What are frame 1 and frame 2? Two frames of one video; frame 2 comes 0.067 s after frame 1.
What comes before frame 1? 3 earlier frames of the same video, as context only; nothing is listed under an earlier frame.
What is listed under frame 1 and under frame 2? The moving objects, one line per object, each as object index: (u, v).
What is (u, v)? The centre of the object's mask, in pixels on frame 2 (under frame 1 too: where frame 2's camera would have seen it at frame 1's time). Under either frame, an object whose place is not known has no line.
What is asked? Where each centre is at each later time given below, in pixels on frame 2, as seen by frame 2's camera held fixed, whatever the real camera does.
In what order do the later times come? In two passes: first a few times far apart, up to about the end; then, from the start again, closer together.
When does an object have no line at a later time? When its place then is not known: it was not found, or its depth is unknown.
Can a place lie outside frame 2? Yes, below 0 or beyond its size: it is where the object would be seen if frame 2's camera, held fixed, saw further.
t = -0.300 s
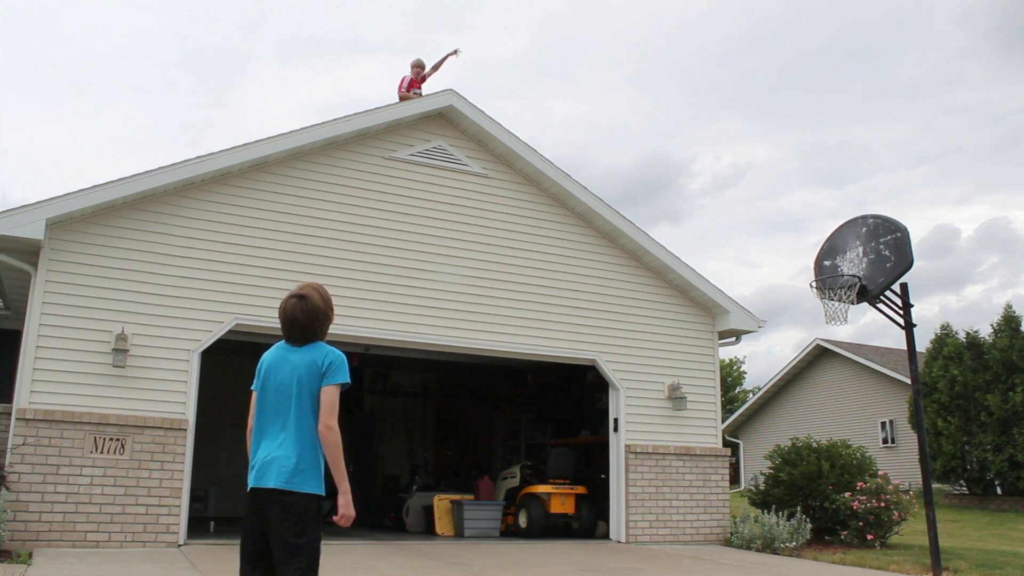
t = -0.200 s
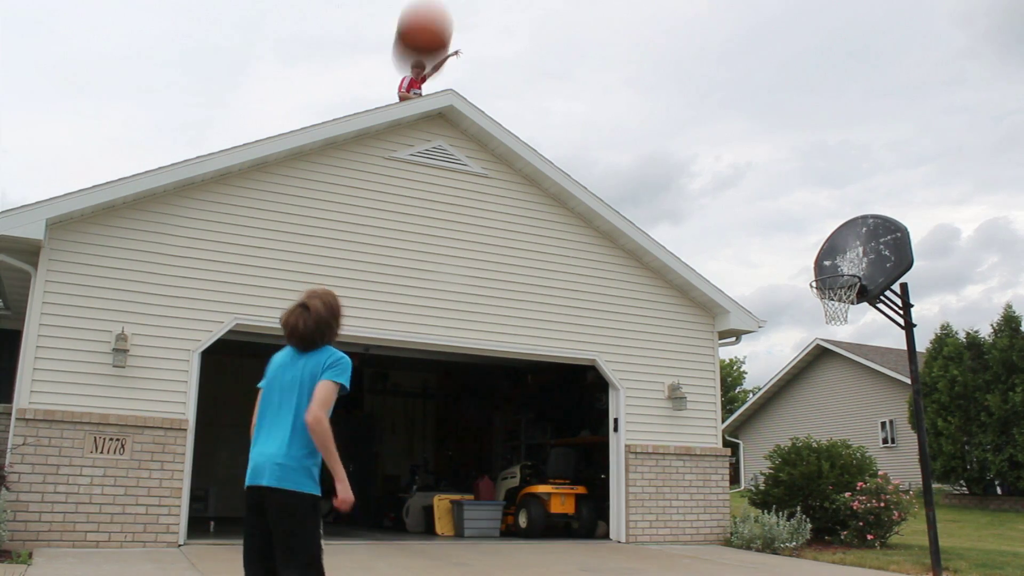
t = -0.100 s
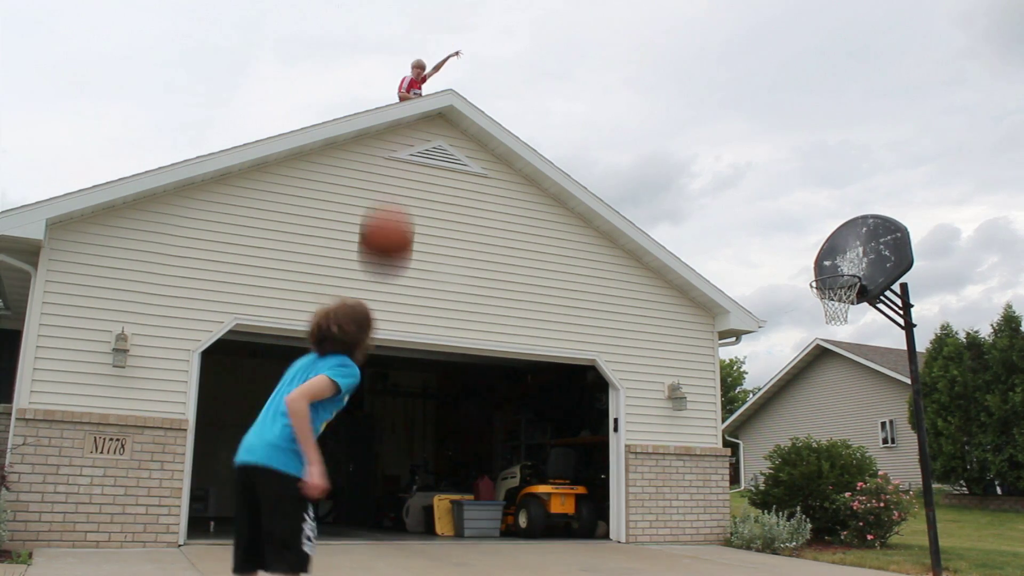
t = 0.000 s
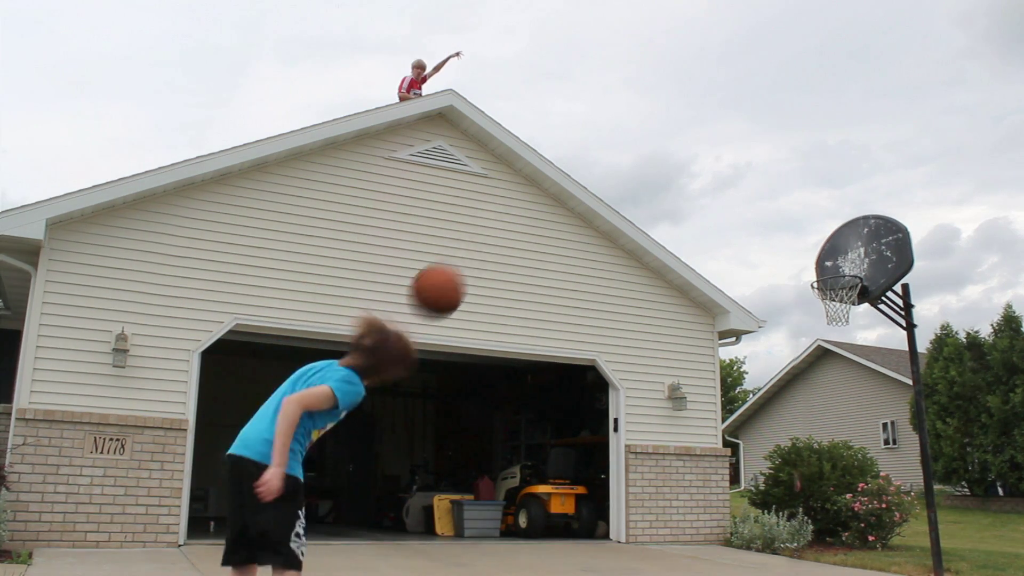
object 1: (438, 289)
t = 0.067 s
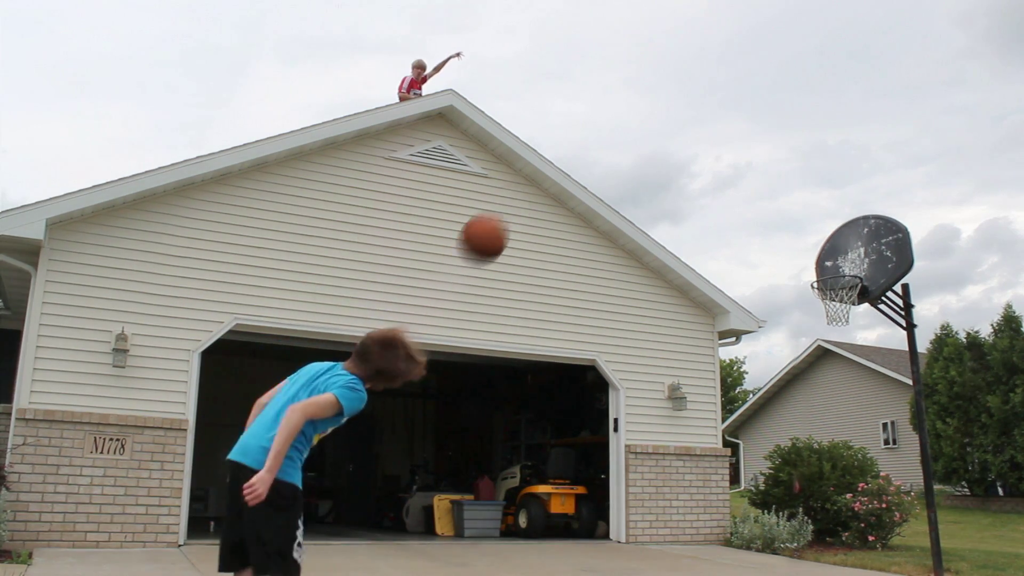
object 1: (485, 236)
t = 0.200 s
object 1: (572, 127)
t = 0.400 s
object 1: (697, 64)
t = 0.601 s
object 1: (796, 110)
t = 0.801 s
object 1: (834, 223)
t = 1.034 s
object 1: (841, 306)
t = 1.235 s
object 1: (831, 341)
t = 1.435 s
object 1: (824, 417)
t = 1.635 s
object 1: (821, 545)
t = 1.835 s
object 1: (817, 523)
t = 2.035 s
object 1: (815, 506)
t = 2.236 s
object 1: (817, 535)
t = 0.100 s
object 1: (506, 209)
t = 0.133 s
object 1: (528, 183)
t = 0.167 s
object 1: (551, 152)
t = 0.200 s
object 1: (572, 127)
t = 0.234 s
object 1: (593, 109)
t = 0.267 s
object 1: (615, 94)
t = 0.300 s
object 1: (635, 84)
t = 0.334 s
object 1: (655, 75)
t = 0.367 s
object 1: (676, 69)
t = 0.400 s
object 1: (697, 64)
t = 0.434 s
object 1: (718, 63)
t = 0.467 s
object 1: (739, 65)
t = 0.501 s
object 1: (757, 71)
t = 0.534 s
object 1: (772, 82)
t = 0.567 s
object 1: (785, 95)
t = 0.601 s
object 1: (796, 110)
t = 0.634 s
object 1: (806, 126)
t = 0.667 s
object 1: (815, 144)
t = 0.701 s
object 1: (821, 163)
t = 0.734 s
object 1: (826, 183)
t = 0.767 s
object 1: (830, 203)
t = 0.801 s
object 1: (834, 223)
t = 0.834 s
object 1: (837, 241)
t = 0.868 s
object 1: (833, 261)
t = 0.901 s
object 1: (839, 280)
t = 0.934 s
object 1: (845, 294)
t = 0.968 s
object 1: (845, 302)
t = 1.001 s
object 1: (843, 304)
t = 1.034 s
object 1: (841, 306)
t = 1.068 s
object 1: (839, 310)
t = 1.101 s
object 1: (837, 313)
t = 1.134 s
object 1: (836, 319)
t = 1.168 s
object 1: (834, 325)
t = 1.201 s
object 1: (833, 333)
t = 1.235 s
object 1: (831, 341)
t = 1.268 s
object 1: (830, 351)
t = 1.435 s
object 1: (824, 417)
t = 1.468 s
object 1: (824, 436)
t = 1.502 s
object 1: (823, 456)
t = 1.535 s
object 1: (822, 476)
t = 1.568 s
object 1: (822, 499)
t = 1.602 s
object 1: (822, 522)
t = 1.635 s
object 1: (821, 545)
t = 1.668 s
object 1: (819, 565)
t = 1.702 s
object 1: (819, 557)
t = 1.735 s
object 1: (819, 547)
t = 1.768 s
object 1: (818, 539)
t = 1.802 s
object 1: (818, 531)
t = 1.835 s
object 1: (817, 523)
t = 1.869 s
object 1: (816, 517)
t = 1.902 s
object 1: (816, 513)
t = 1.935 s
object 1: (816, 509)
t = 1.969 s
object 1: (816, 507)
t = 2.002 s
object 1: (815, 506)
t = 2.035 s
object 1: (815, 506)
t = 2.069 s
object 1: (815, 507)
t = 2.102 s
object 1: (816, 510)
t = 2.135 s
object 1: (816, 514)
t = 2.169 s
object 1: (816, 520)
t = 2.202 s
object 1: (816, 527)
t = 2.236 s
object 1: (817, 535)
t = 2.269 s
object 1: (816, 544)
